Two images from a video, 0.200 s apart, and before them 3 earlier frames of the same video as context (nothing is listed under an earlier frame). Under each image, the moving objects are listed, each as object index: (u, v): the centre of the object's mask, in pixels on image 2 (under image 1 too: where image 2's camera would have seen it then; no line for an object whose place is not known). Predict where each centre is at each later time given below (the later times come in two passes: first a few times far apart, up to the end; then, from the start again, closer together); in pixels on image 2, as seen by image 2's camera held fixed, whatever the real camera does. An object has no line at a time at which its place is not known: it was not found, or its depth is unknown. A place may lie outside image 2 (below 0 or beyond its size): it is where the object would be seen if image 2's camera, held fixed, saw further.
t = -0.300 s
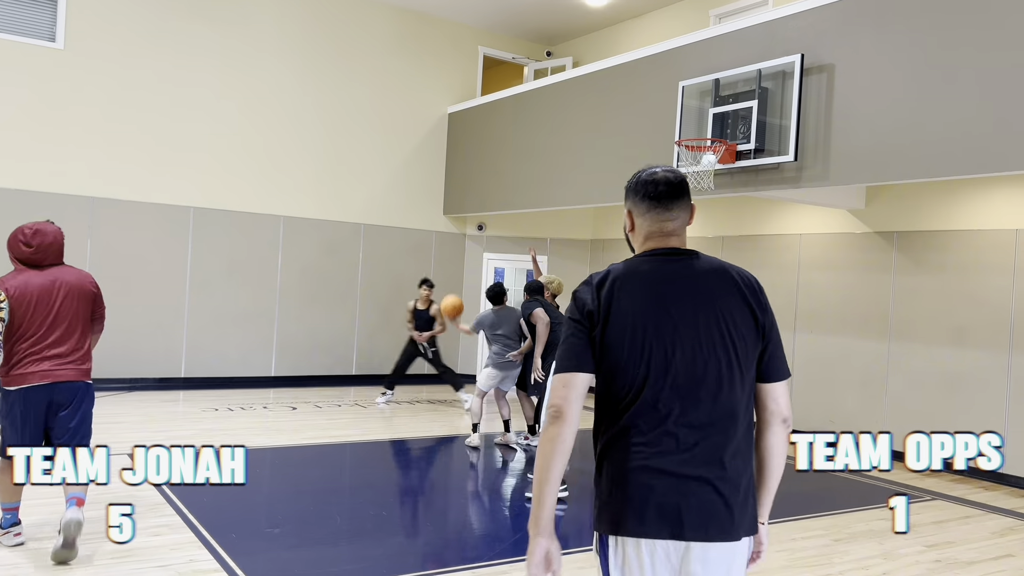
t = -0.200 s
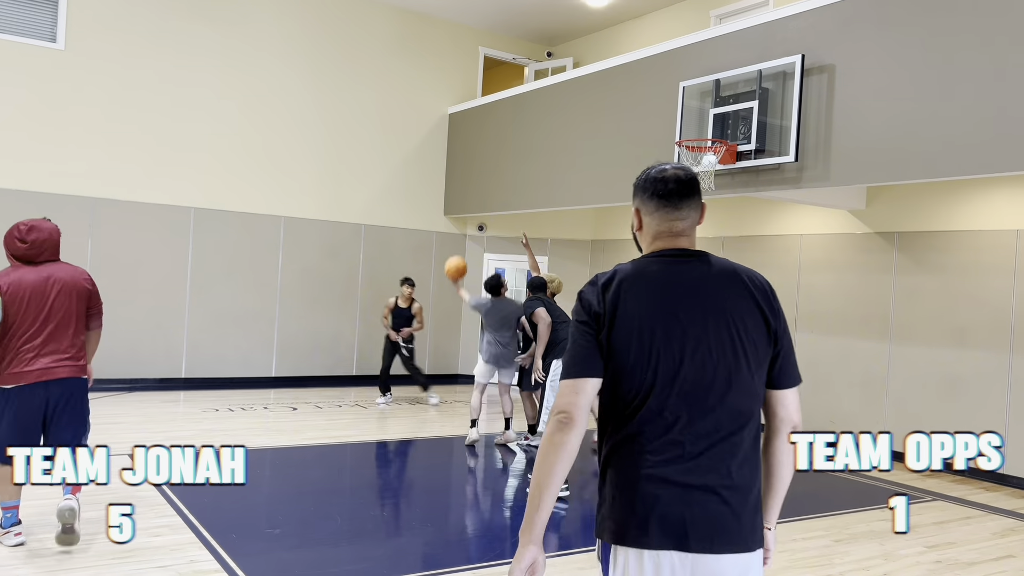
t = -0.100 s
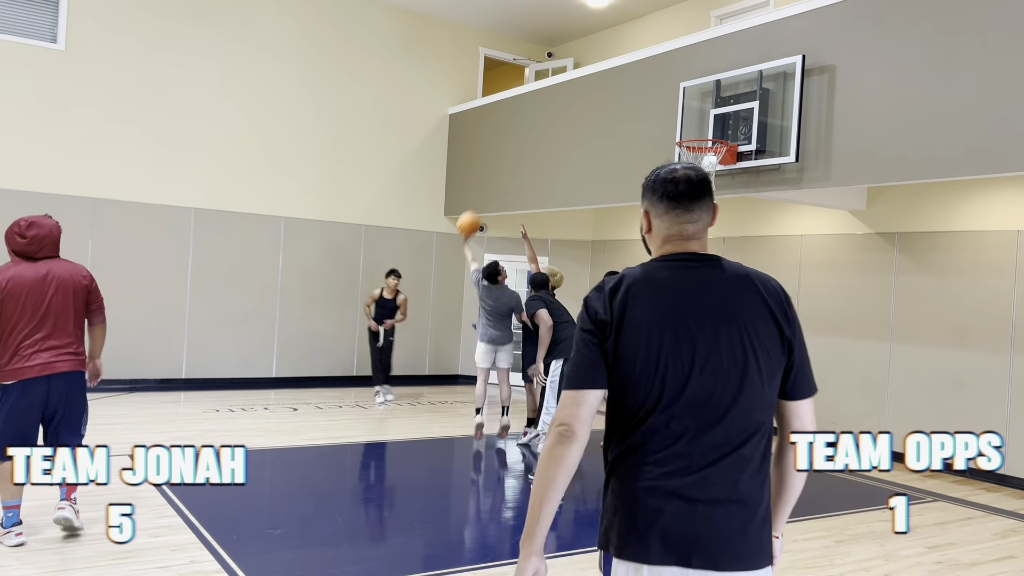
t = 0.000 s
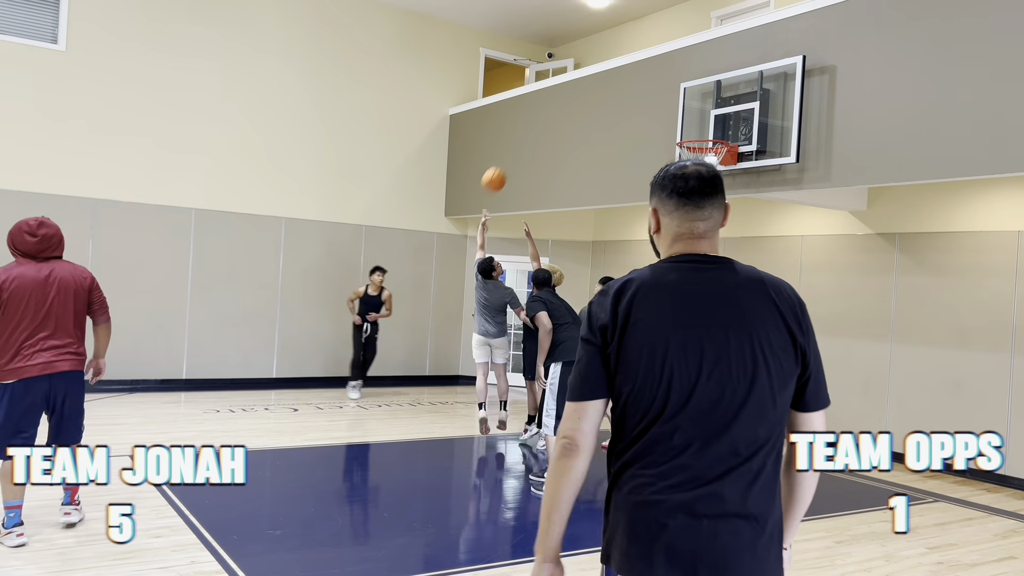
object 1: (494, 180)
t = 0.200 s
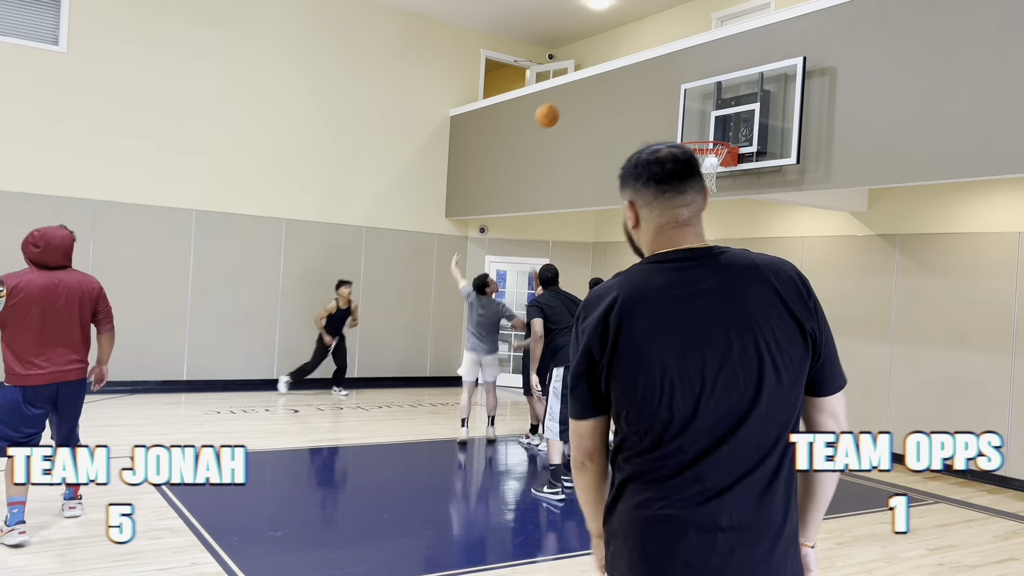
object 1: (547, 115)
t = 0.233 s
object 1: (556, 107)
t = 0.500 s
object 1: (626, 85)
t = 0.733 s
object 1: (688, 125)
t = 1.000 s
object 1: (718, 134)
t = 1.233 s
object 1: (713, 135)
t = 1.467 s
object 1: (694, 135)
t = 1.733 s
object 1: (694, 138)
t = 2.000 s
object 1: (715, 158)
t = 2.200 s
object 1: (715, 193)
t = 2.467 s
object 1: (704, 280)
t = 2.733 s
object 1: (690, 432)
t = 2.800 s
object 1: (688, 427)
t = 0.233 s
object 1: (556, 107)
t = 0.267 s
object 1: (565, 101)
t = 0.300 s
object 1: (573, 96)
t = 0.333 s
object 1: (582, 91)
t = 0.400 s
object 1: (600, 86)
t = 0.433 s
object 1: (609, 84)
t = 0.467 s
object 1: (617, 84)
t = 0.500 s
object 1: (626, 85)
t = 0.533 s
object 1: (635, 87)
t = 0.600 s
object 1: (652, 95)
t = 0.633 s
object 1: (661, 100)
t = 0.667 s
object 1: (669, 108)
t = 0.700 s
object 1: (679, 115)
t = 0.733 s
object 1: (688, 125)
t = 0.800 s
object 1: (698, 129)
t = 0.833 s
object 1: (702, 129)
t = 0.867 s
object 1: (706, 130)
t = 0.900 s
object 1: (710, 132)
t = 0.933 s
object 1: (714, 133)
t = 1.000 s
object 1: (718, 134)
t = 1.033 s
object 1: (719, 134)
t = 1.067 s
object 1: (719, 134)
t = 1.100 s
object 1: (719, 135)
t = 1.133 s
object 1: (719, 135)
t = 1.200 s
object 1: (716, 135)
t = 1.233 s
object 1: (713, 135)
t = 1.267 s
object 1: (710, 135)
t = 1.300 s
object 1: (707, 135)
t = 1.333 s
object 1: (705, 135)
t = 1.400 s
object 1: (699, 136)
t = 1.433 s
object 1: (697, 135)
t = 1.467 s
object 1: (694, 135)
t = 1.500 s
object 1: (693, 137)
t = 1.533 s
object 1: (691, 137)
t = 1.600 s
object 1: (689, 135)
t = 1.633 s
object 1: (690, 135)
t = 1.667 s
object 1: (691, 137)
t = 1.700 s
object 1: (692, 138)
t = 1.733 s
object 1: (694, 138)
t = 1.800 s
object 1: (700, 142)
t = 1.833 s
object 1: (703, 143)
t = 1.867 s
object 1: (706, 144)
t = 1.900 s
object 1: (709, 147)
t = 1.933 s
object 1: (711, 150)
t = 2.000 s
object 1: (715, 158)
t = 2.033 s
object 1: (717, 162)
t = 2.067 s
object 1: (718, 170)
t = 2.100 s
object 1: (717, 175)
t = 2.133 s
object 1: (717, 180)
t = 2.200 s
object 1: (715, 193)
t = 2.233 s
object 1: (714, 199)
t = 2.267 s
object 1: (713, 207)
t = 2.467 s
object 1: (704, 280)
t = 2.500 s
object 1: (702, 296)
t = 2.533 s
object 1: (700, 313)
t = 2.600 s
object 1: (697, 349)
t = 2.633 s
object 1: (695, 367)
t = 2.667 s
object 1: (693, 388)
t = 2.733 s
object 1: (690, 432)
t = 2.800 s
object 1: (688, 427)
